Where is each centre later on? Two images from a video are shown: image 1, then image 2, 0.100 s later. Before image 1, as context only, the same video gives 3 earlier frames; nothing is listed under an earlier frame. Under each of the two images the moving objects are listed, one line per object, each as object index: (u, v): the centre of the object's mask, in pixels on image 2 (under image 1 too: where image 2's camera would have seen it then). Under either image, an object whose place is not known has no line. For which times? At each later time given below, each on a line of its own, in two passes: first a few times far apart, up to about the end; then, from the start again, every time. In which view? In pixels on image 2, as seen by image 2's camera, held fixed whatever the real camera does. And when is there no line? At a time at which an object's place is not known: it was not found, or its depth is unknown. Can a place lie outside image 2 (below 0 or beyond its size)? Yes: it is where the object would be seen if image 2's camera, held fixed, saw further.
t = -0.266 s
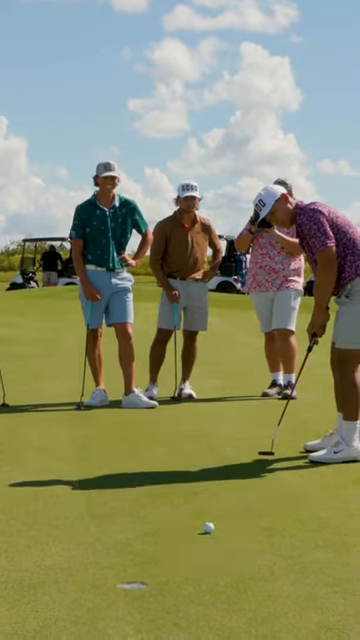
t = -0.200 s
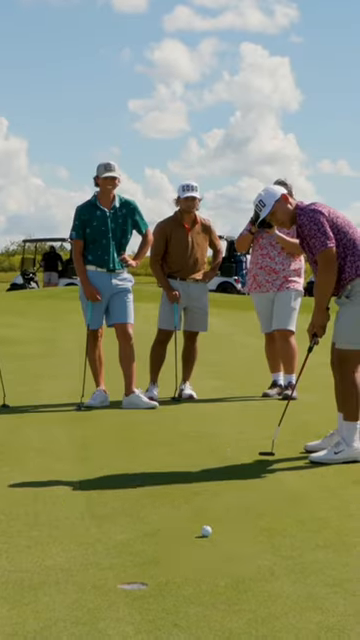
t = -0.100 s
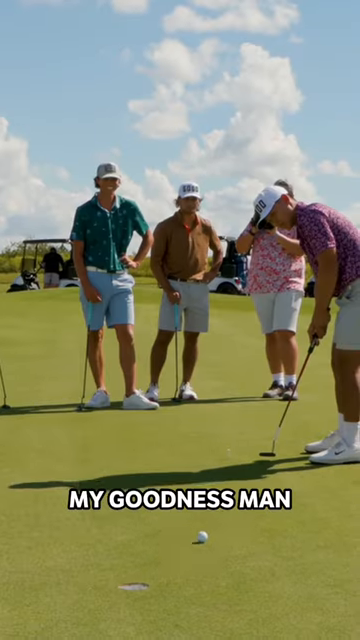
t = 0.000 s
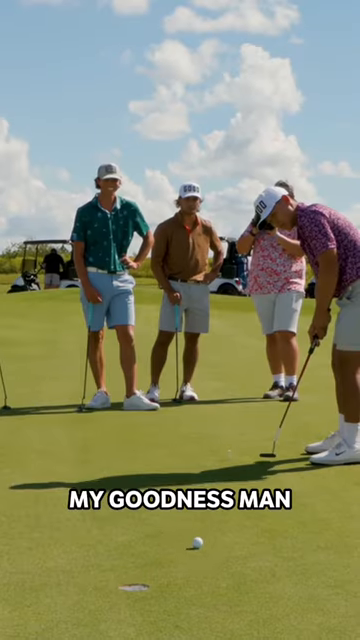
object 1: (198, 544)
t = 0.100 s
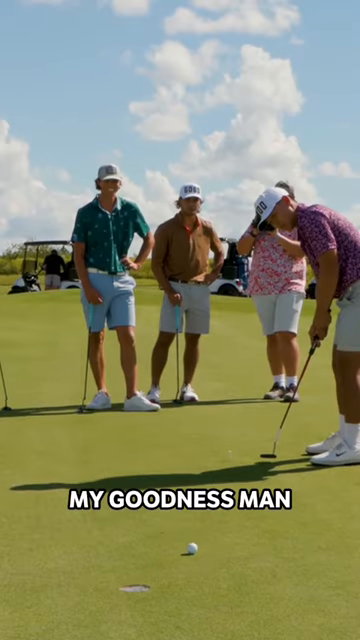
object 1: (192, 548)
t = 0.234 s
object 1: (184, 555)
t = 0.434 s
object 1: (172, 565)
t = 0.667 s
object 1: (157, 575)
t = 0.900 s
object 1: (135, 585)
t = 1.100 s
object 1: (116, 581)
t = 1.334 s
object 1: (104, 579)
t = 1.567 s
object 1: (94, 577)
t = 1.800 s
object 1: (89, 577)
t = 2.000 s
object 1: (88, 576)
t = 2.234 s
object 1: (88, 576)
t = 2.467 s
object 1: (88, 577)
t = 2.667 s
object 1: (88, 576)
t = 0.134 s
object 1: (190, 550)
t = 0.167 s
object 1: (188, 552)
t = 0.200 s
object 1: (186, 553)
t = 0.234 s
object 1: (184, 555)
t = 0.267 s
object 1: (182, 556)
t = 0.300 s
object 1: (180, 558)
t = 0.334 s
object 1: (178, 560)
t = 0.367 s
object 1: (176, 561)
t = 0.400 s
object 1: (174, 563)
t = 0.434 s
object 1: (172, 565)
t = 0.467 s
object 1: (170, 566)
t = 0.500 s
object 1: (168, 568)
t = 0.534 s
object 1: (166, 569)
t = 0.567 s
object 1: (164, 571)
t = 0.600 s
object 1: (162, 572)
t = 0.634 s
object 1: (159, 574)
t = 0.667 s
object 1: (157, 575)
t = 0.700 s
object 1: (155, 577)
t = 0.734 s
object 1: (153, 579)
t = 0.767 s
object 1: (150, 580)
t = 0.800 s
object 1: (148, 581)
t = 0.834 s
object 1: (146, 584)
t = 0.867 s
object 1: (142, 585)
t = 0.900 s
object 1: (135, 585)
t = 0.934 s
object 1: (130, 584)
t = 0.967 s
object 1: (125, 584)
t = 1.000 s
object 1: (122, 583)
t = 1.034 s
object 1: (119, 582)
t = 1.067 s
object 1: (118, 582)
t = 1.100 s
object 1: (116, 581)
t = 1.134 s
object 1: (114, 581)
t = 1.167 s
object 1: (113, 580)
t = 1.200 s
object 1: (111, 580)
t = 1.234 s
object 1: (109, 580)
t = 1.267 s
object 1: (107, 579)
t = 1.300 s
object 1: (106, 579)
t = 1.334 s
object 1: (104, 579)
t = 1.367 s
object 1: (102, 578)
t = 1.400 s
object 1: (101, 578)
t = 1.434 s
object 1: (100, 578)
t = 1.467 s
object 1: (98, 578)
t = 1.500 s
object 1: (97, 577)
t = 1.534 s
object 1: (96, 578)
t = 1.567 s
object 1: (94, 577)
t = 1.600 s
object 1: (93, 577)
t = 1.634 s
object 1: (92, 577)
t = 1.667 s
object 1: (91, 577)
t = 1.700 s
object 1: (91, 577)
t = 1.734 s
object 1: (90, 577)
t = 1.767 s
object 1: (89, 577)
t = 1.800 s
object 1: (89, 577)
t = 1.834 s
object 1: (89, 577)
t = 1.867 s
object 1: (88, 577)
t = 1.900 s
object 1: (88, 577)
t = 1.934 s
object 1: (88, 576)
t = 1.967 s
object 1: (88, 577)
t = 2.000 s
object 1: (88, 576)
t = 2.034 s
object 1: (88, 577)
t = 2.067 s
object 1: (88, 577)
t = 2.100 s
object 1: (88, 576)
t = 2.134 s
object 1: (88, 576)
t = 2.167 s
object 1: (88, 577)
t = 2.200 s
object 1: (88, 576)
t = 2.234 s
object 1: (88, 576)
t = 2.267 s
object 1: (88, 577)
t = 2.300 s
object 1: (88, 577)
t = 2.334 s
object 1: (88, 576)
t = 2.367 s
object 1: (88, 576)
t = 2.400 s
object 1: (88, 577)
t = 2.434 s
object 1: (88, 576)
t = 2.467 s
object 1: (88, 577)
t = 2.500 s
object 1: (88, 577)
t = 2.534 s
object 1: (88, 577)
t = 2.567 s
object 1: (88, 577)
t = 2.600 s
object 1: (88, 576)
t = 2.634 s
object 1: (88, 577)
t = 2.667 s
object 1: (88, 576)
